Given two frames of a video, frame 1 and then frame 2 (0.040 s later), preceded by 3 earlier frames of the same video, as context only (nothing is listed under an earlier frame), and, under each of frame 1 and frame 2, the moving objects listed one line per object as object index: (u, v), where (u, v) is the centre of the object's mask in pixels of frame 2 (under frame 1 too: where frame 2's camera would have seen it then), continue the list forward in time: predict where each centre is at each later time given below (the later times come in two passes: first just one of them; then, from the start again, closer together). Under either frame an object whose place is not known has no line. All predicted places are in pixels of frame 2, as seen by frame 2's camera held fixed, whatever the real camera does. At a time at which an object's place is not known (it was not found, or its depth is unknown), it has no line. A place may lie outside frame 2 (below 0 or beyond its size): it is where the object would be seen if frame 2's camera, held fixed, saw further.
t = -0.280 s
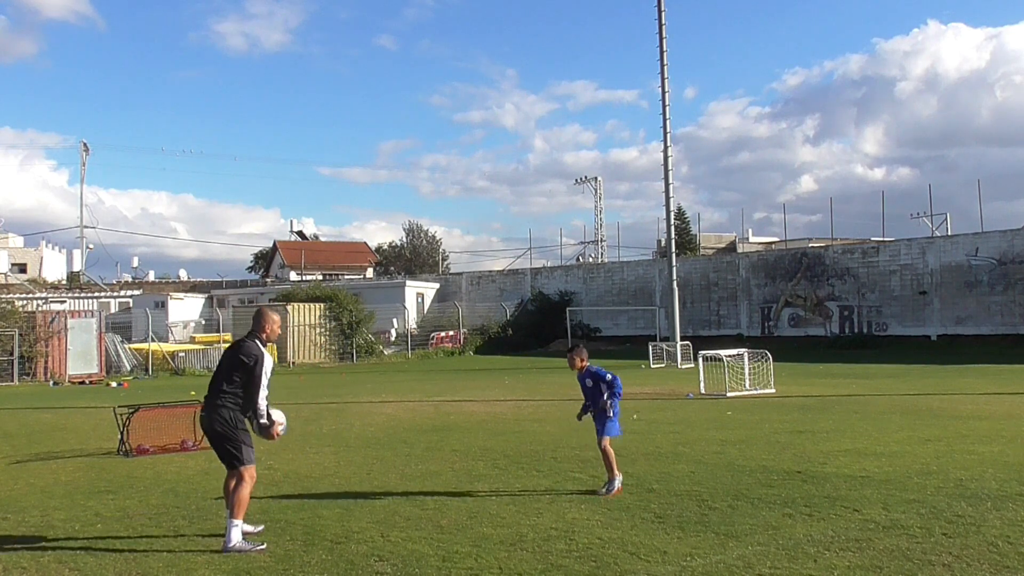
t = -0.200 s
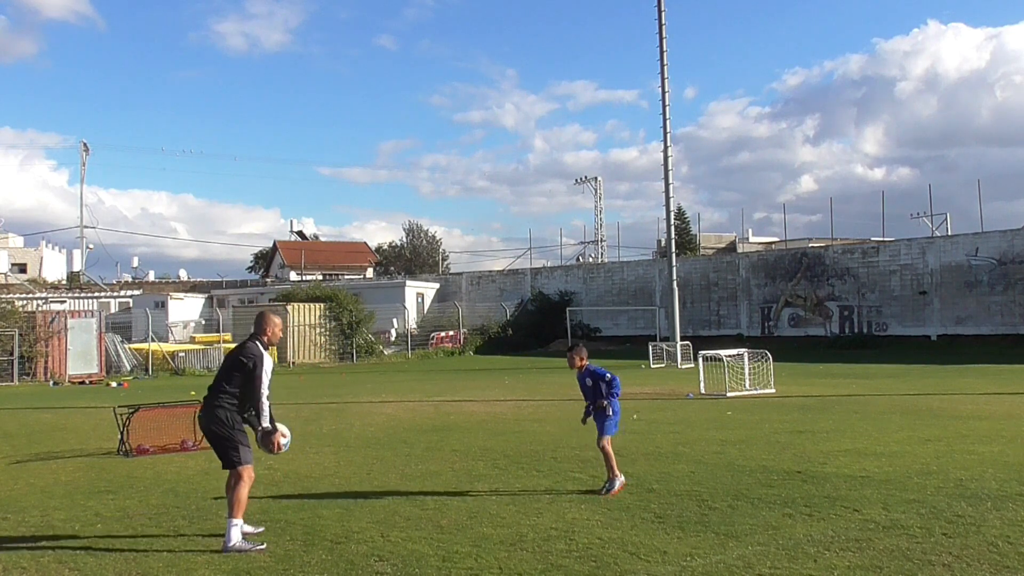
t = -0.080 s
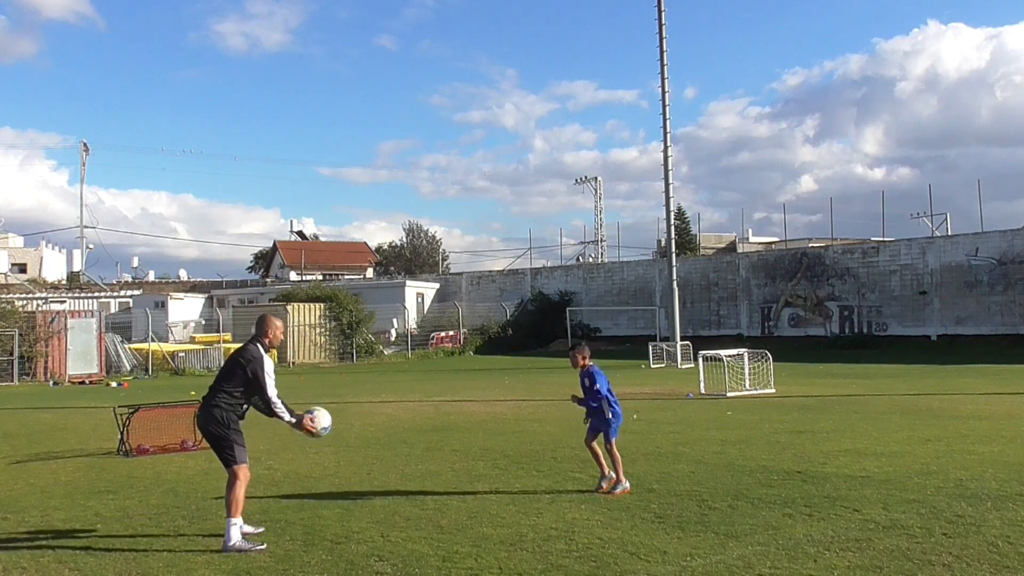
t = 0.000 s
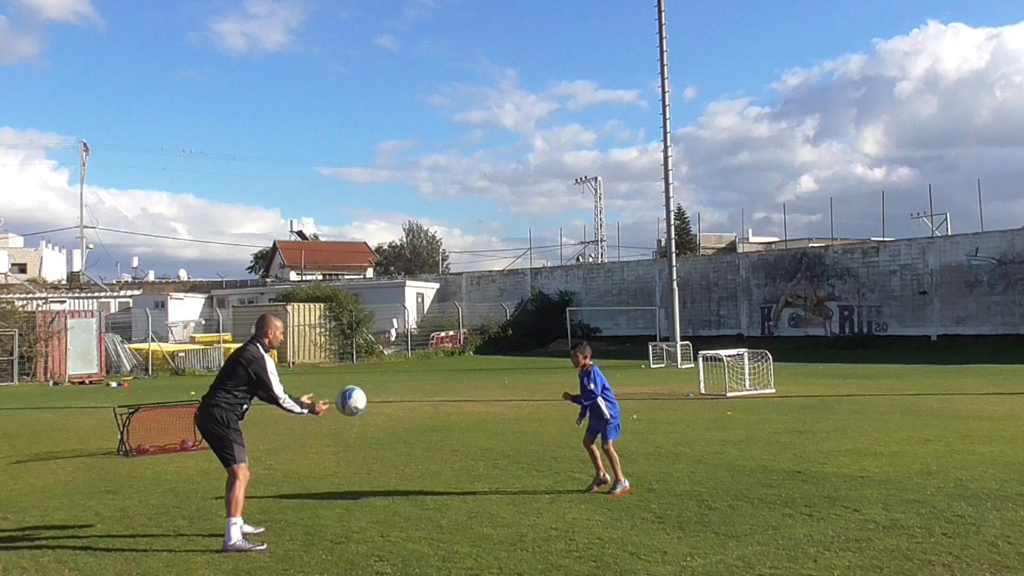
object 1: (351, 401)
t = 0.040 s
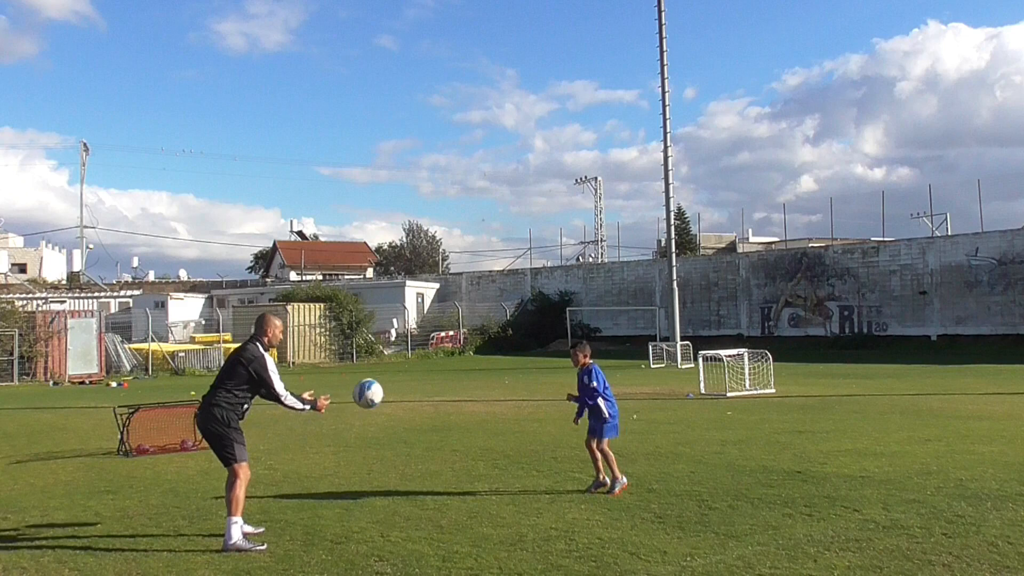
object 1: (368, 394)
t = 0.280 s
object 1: (463, 393)
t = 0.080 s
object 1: (384, 388)
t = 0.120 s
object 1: (401, 385)
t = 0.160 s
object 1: (417, 384)
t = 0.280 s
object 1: (463, 393)
